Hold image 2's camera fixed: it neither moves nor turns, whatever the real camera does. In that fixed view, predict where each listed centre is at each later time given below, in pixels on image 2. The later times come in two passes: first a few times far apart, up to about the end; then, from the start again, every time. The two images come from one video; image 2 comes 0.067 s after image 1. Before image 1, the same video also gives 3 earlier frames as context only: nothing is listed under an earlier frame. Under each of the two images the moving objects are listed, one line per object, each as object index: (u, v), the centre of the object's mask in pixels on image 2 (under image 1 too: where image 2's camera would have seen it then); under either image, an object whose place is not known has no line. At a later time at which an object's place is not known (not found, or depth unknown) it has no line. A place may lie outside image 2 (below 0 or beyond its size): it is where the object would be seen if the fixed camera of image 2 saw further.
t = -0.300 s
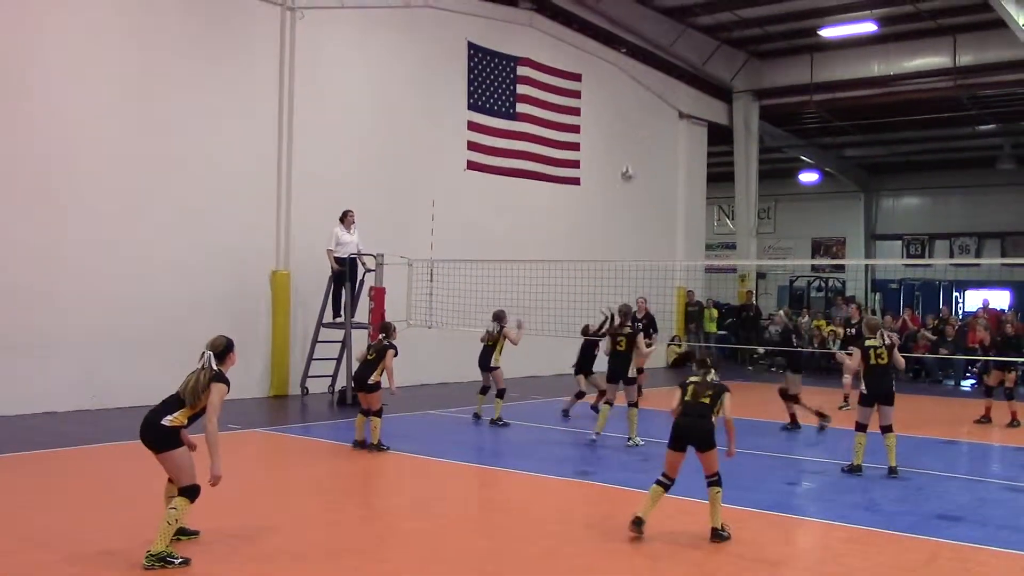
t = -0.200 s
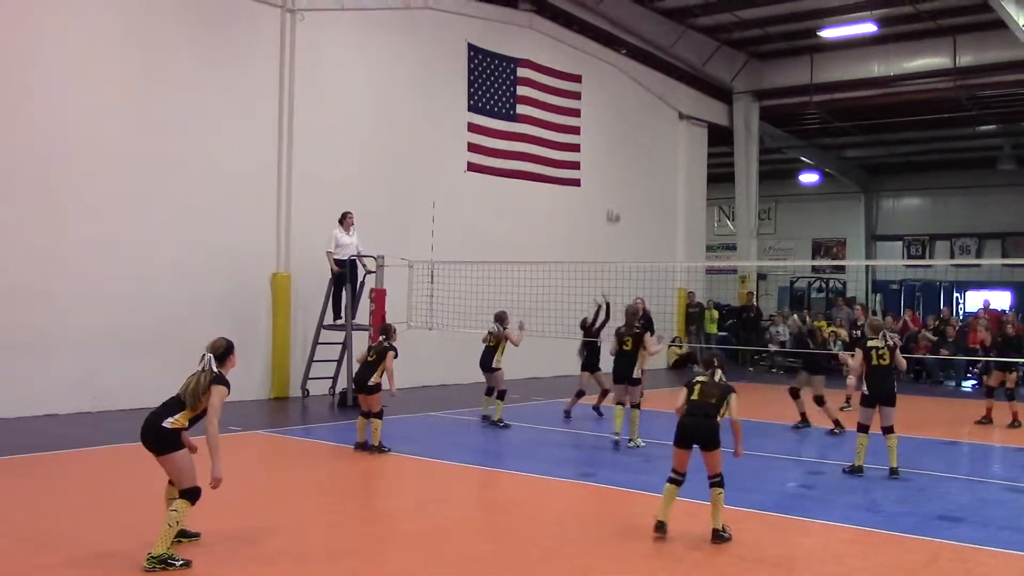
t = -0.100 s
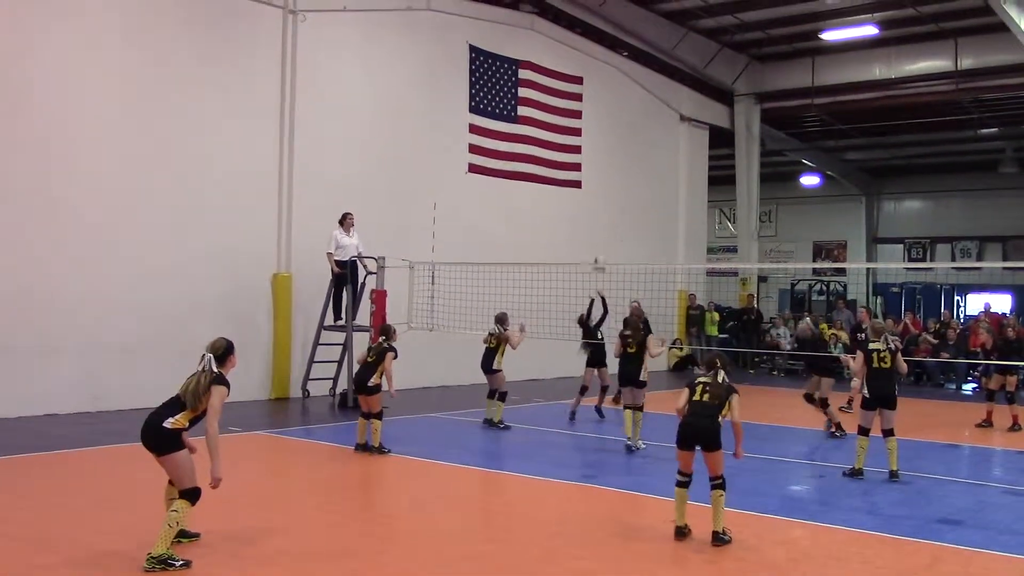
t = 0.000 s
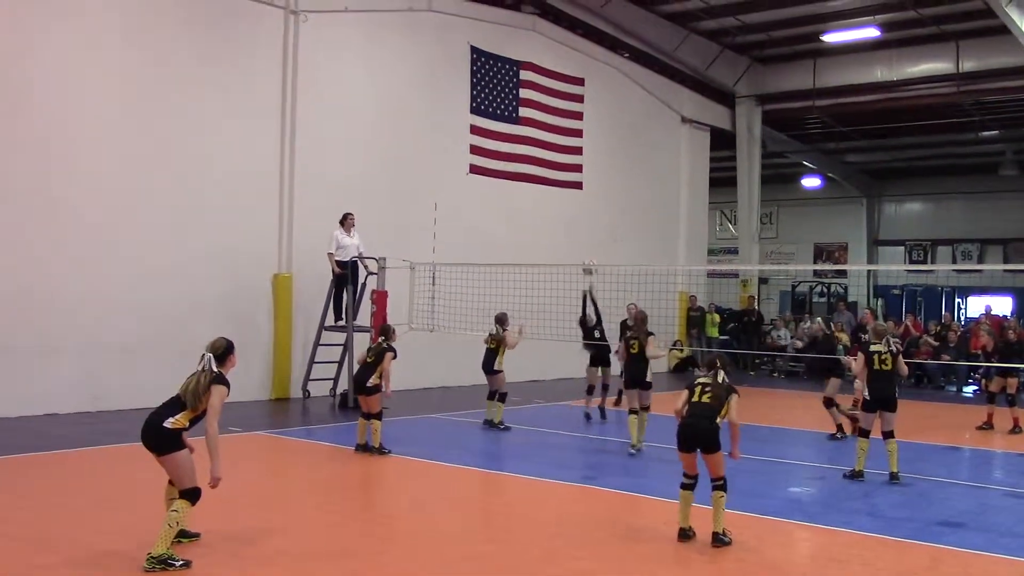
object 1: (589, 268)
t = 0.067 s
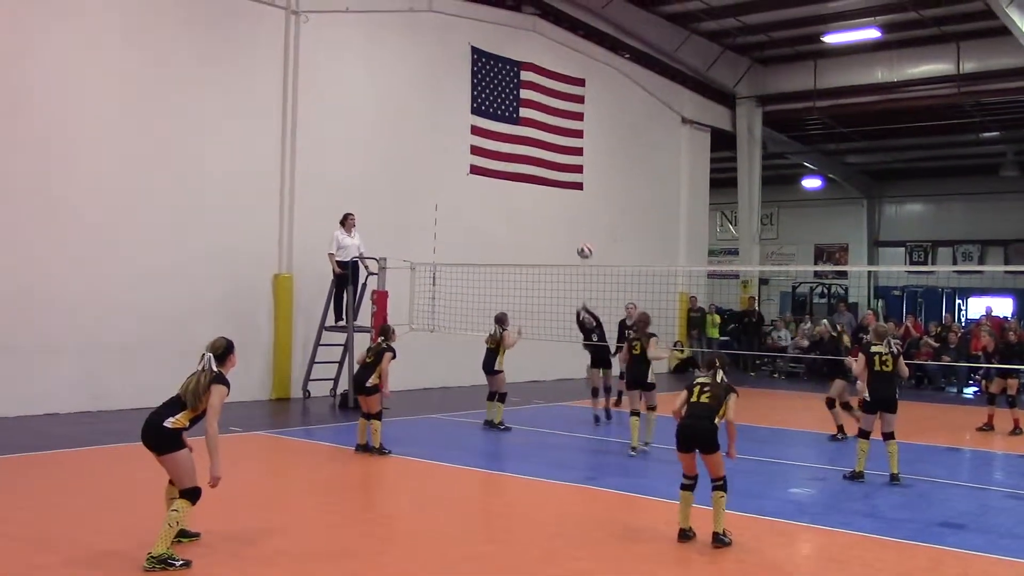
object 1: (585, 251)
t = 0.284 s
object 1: (566, 216)
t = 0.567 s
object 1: (538, 224)
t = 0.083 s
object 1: (583, 248)
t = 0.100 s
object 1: (582, 244)
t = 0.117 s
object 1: (581, 242)
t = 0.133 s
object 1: (579, 238)
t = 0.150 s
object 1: (578, 235)
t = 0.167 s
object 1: (576, 232)
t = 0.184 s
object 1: (575, 229)
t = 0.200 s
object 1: (574, 227)
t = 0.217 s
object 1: (572, 224)
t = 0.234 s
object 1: (571, 222)
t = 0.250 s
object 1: (570, 219)
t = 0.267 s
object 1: (568, 218)
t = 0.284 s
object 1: (566, 216)
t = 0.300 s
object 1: (565, 215)
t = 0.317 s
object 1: (563, 214)
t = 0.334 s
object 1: (562, 213)
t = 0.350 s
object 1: (560, 213)
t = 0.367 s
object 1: (558, 212)
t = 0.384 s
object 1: (556, 212)
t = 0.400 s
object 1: (555, 211)
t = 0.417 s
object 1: (553, 212)
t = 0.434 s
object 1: (552, 212)
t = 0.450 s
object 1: (550, 213)
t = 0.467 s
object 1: (549, 214)
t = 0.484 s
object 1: (547, 215)
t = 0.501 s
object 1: (546, 216)
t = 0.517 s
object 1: (544, 218)
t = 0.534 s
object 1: (542, 220)
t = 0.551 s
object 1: (540, 222)
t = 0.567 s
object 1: (538, 224)
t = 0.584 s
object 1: (537, 226)
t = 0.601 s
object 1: (534, 230)
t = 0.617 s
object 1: (532, 233)
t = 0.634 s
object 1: (530, 236)
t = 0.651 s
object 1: (528, 240)
